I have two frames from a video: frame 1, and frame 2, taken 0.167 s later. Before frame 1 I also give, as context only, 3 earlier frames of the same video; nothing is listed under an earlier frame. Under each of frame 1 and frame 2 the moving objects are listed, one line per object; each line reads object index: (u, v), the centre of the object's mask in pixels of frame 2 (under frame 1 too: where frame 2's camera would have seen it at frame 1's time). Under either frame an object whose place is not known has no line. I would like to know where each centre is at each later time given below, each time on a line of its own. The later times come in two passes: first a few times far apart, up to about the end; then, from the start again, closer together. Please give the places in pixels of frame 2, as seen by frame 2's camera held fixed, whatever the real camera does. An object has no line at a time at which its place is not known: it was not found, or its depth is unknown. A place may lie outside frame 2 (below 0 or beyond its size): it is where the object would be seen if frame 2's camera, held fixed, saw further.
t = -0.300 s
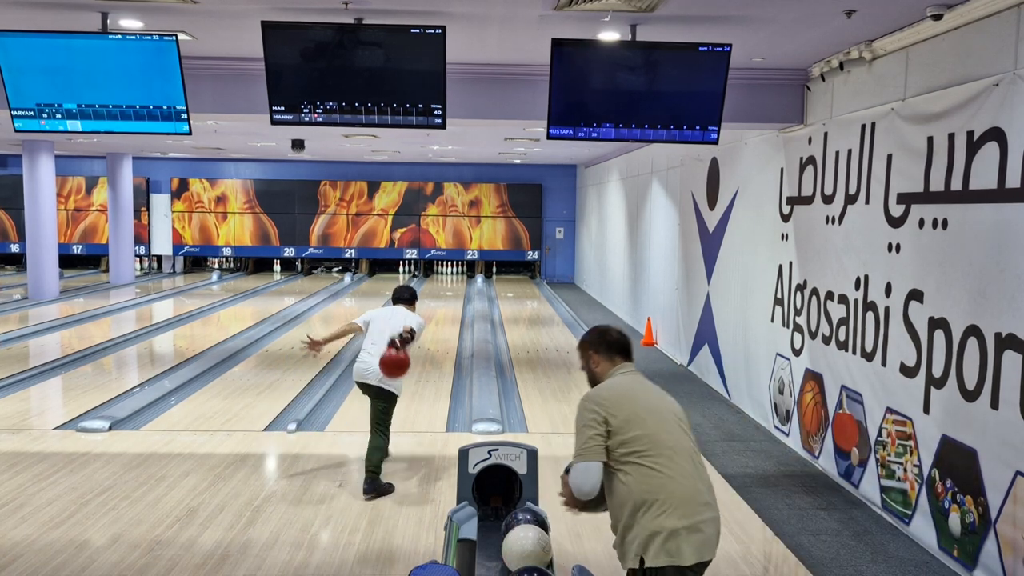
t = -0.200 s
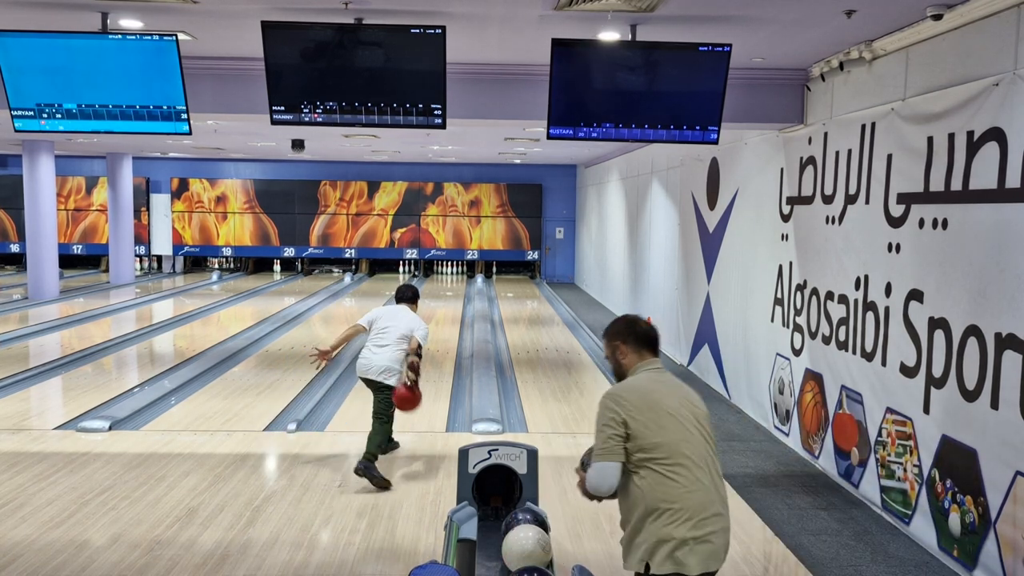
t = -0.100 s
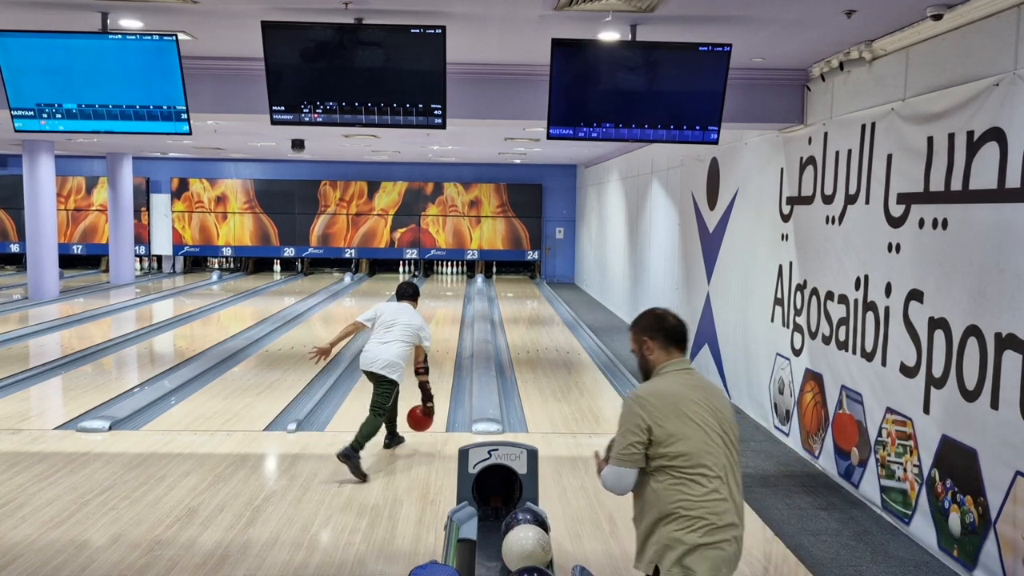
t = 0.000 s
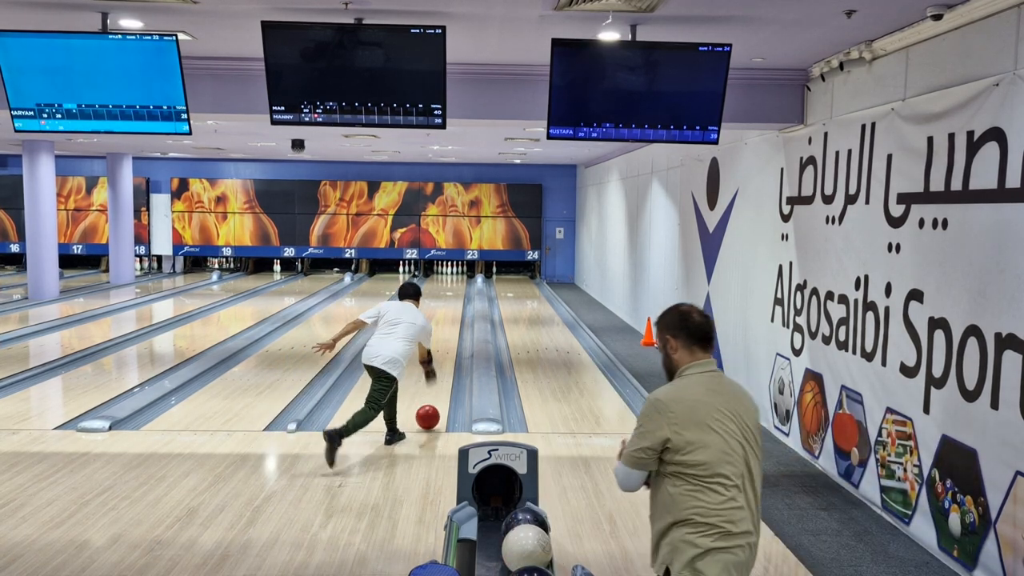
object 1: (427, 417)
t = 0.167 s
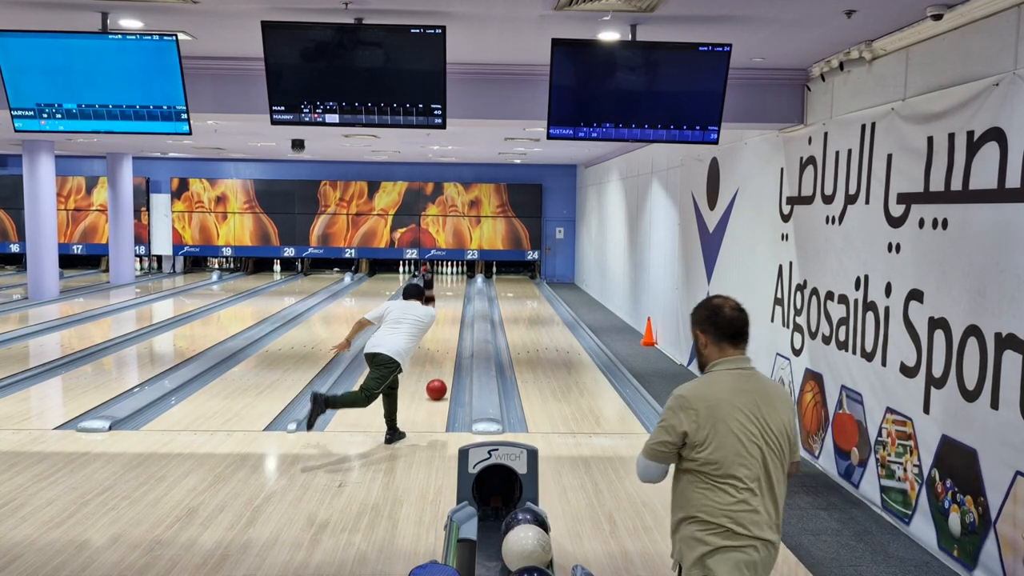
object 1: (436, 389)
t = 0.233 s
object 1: (439, 380)
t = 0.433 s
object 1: (446, 356)
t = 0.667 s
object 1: (451, 337)
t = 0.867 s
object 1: (454, 323)
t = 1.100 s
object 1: (457, 311)
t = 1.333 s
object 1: (458, 302)
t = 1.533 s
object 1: (459, 295)
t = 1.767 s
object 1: (459, 288)
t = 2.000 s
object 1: (458, 283)
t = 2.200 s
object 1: (457, 279)
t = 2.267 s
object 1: (456, 278)
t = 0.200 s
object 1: (438, 384)
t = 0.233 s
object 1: (439, 380)
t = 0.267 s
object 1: (440, 375)
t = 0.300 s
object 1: (441, 371)
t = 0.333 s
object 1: (443, 367)
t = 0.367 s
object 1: (444, 363)
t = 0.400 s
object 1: (445, 360)
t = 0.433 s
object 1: (446, 356)
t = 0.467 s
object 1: (446, 353)
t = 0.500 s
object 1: (447, 350)
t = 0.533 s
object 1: (448, 347)
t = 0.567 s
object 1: (451, 344)
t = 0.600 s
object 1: (450, 342)
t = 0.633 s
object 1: (450, 339)
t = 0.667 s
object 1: (451, 337)
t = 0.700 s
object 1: (452, 334)
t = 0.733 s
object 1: (452, 332)
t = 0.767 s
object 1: (453, 330)
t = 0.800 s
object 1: (453, 327)
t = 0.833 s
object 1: (454, 326)
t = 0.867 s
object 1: (454, 323)
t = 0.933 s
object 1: (455, 320)
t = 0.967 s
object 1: (455, 318)
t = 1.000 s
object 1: (456, 316)
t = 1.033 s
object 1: (456, 315)
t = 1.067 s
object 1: (456, 313)
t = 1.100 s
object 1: (457, 311)
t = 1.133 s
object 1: (457, 310)
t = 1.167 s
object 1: (457, 308)
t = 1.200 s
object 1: (457, 307)
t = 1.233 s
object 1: (458, 306)
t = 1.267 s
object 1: (458, 304)
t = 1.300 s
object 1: (458, 303)
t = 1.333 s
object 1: (458, 302)
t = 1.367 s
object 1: (458, 301)
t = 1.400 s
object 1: (458, 299)
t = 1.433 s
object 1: (458, 298)
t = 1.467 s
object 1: (459, 297)
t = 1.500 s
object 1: (459, 296)
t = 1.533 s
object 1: (459, 295)
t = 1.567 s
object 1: (459, 294)
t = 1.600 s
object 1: (459, 293)
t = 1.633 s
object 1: (459, 292)
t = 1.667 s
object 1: (459, 291)
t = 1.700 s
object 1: (459, 290)
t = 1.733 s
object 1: (459, 289)
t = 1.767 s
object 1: (459, 288)
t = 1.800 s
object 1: (458, 288)
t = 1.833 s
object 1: (459, 287)
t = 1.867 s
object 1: (458, 286)
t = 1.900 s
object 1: (458, 285)
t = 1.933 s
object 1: (458, 285)
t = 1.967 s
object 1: (458, 284)
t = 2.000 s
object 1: (458, 283)
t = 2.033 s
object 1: (458, 283)
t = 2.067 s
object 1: (458, 282)
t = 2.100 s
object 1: (457, 281)
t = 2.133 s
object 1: (457, 280)
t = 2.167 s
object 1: (457, 280)
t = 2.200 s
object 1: (457, 279)
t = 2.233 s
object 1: (456, 279)
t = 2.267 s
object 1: (456, 278)
